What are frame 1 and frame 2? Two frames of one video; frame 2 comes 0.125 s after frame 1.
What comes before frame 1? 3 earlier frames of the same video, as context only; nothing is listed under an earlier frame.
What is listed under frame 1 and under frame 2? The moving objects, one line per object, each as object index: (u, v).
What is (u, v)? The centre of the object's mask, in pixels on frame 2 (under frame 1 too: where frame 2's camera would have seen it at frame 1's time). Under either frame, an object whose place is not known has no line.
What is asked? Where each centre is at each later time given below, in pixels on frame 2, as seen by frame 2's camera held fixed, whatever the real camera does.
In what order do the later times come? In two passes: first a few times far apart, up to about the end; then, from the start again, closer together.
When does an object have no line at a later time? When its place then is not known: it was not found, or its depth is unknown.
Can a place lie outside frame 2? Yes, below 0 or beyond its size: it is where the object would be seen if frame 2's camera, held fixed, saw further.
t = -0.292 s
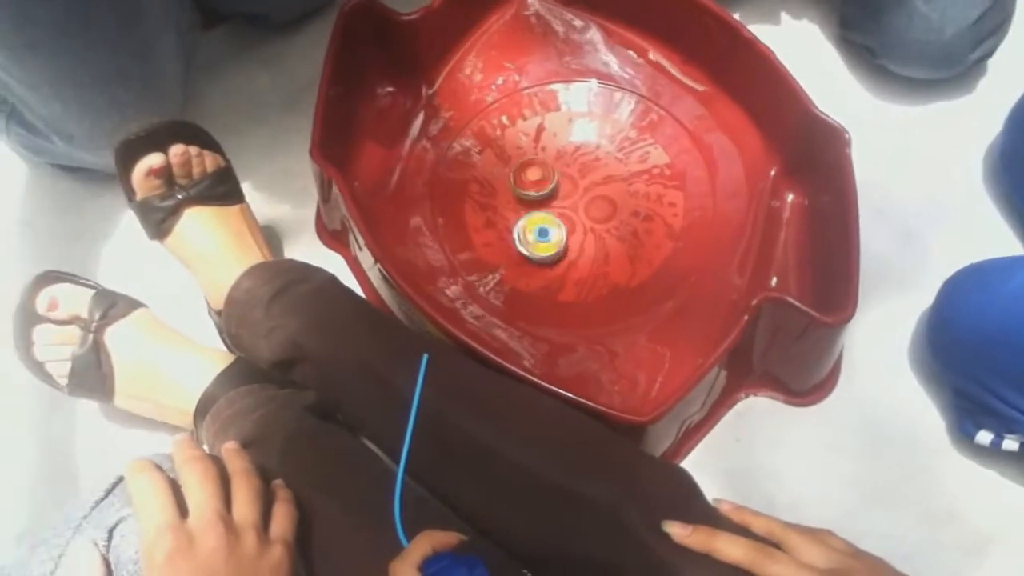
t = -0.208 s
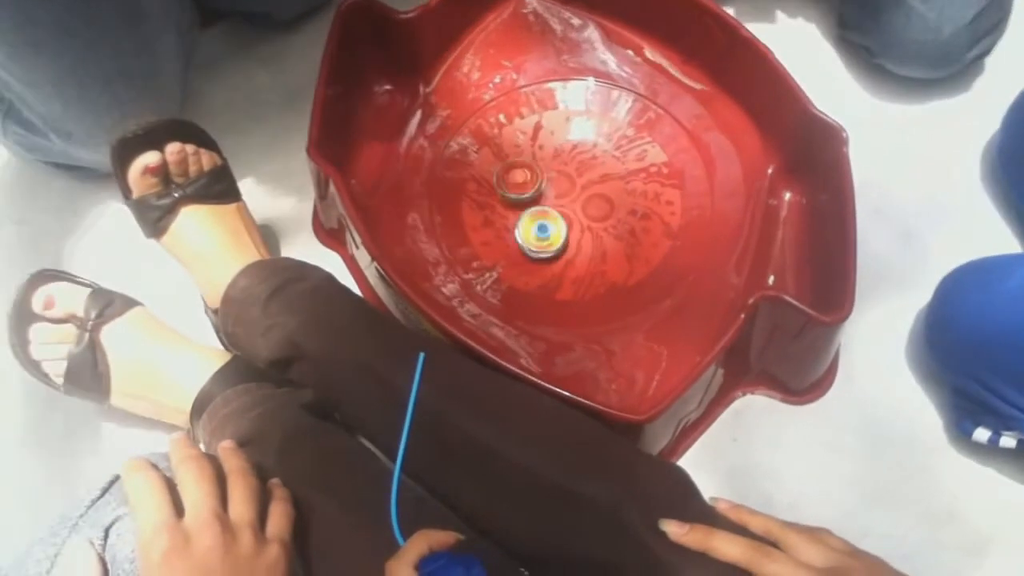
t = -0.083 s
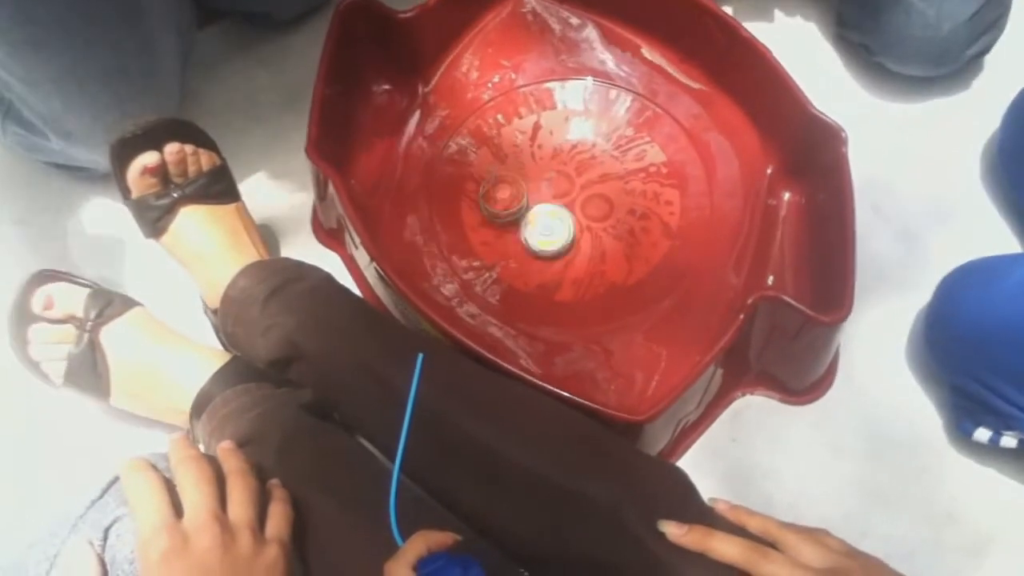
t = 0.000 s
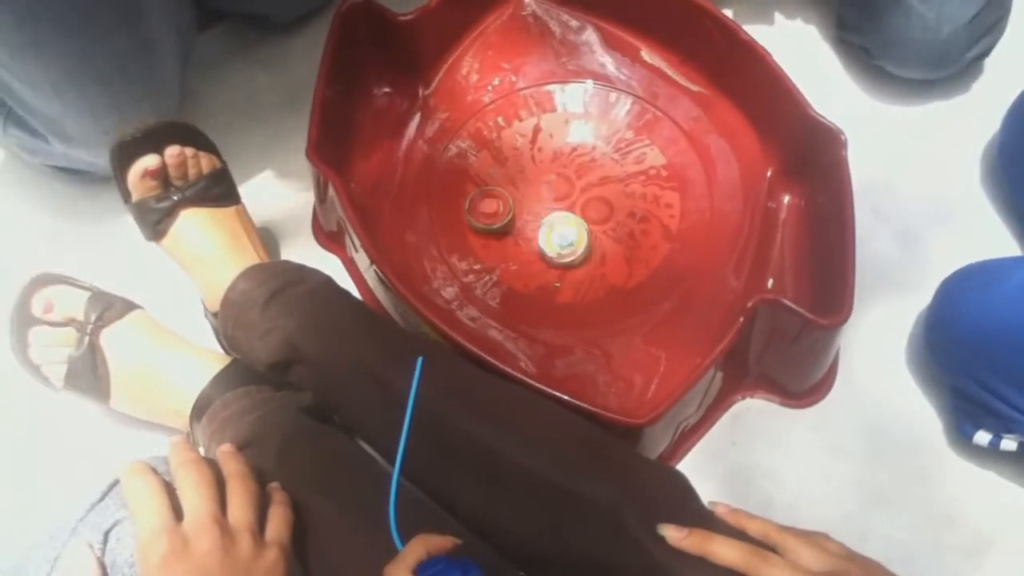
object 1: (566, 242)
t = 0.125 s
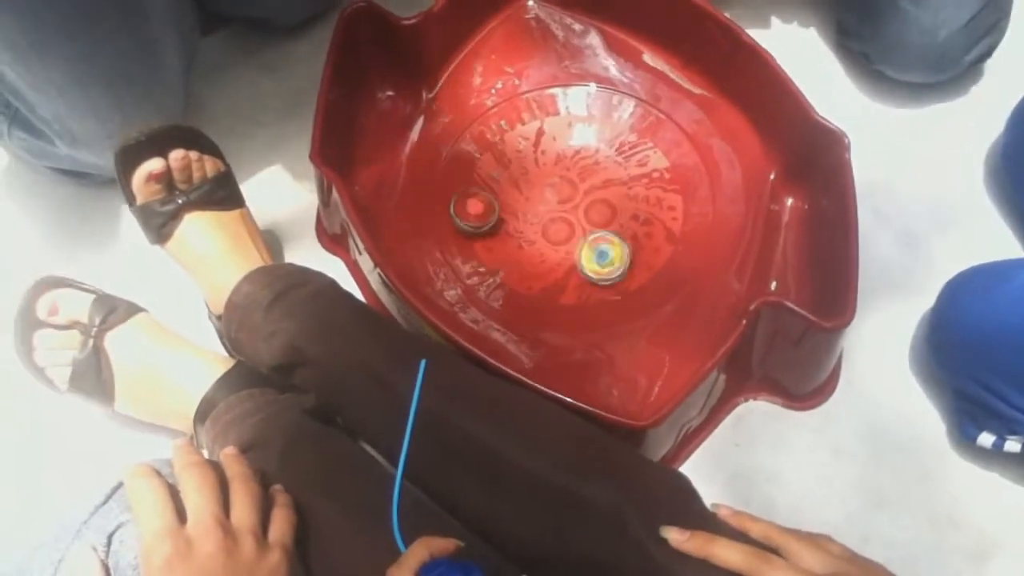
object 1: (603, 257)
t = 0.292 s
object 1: (616, 257)
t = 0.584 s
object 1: (610, 249)
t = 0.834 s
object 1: (593, 245)
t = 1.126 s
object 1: (572, 234)
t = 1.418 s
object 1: (543, 233)
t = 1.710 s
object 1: (484, 279)
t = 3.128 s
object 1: (578, 196)
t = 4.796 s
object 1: (544, 211)
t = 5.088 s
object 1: (537, 217)
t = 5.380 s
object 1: (536, 217)
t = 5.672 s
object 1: (535, 237)
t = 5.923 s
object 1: (535, 240)
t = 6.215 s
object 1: (539, 242)
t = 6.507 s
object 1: (536, 248)
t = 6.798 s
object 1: (543, 247)
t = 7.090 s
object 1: (545, 247)
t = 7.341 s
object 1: (546, 247)
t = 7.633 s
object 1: (552, 249)
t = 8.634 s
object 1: (564, 252)
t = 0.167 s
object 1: (609, 258)
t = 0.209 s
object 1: (613, 258)
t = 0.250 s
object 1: (615, 258)
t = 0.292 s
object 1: (616, 257)
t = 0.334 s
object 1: (616, 255)
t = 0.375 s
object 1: (616, 254)
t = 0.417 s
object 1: (616, 253)
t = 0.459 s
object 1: (615, 253)
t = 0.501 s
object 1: (613, 252)
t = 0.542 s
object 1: (612, 250)
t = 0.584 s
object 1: (610, 249)
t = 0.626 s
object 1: (607, 249)
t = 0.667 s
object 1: (605, 248)
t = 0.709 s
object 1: (602, 247)
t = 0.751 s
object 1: (600, 246)
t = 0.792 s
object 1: (597, 246)
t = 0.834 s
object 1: (593, 245)
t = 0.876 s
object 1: (590, 244)
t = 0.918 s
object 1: (587, 243)
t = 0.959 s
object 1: (583, 242)
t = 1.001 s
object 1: (580, 241)
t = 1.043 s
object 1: (577, 238)
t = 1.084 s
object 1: (575, 236)
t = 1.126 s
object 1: (572, 234)
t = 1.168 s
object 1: (571, 230)
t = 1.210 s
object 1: (569, 228)
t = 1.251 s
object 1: (569, 223)
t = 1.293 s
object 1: (569, 221)
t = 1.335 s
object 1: (569, 217)
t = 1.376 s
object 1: (569, 214)
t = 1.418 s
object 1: (543, 233)
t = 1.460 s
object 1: (520, 250)
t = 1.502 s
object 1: (492, 267)
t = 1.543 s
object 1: (476, 279)
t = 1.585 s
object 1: (470, 282)
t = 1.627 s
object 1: (471, 283)
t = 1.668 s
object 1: (477, 282)
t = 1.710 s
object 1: (484, 279)
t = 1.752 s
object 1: (492, 276)
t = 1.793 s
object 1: (500, 274)
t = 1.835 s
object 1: (509, 269)
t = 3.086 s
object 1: (577, 204)
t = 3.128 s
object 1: (578, 196)
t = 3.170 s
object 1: (578, 192)
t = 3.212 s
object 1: (579, 190)
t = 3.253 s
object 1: (579, 189)
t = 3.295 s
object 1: (579, 189)
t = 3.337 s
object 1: (579, 188)
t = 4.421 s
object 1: (556, 202)
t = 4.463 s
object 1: (550, 207)
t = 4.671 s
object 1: (544, 211)
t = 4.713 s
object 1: (544, 211)
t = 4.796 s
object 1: (544, 211)
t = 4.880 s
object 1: (543, 211)
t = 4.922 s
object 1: (541, 213)
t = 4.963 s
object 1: (537, 216)
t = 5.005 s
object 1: (536, 216)
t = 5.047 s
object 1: (536, 216)
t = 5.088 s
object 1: (537, 217)
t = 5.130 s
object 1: (536, 217)
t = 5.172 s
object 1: (536, 216)
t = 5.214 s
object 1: (536, 217)
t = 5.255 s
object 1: (536, 217)
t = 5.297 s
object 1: (536, 217)
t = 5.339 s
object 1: (536, 217)
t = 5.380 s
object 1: (536, 217)
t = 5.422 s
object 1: (535, 218)
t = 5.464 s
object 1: (535, 217)
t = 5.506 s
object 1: (536, 218)
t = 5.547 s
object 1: (535, 218)
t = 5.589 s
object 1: (535, 219)
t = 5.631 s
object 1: (535, 230)
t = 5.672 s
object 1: (535, 237)
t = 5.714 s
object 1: (534, 238)
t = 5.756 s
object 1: (534, 238)
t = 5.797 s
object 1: (534, 238)
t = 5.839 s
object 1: (534, 238)
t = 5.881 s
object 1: (535, 239)
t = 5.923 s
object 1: (535, 240)
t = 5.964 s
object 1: (536, 239)
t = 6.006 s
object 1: (537, 240)
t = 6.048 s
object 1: (538, 240)
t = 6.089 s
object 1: (539, 241)
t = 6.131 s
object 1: (539, 241)
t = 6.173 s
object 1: (539, 241)
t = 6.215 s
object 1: (539, 242)
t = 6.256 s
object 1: (538, 246)
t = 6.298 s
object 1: (537, 247)
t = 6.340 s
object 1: (537, 246)
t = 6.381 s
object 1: (538, 246)
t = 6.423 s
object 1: (538, 247)
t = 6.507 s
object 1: (536, 248)
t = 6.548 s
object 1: (534, 250)
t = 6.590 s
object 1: (534, 249)
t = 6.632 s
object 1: (536, 247)
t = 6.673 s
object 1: (538, 246)
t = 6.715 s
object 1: (541, 246)
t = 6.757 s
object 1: (542, 246)
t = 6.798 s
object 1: (543, 247)
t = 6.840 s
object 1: (544, 247)
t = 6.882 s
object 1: (544, 248)
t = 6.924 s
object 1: (544, 248)
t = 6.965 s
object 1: (545, 249)
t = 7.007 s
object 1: (544, 248)
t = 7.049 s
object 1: (545, 248)
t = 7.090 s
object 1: (545, 247)
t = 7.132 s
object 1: (545, 247)
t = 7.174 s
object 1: (545, 247)
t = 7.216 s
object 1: (545, 248)
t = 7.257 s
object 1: (545, 247)
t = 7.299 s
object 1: (545, 247)
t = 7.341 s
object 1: (546, 247)
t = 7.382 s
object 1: (546, 247)
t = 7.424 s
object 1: (547, 248)
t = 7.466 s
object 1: (546, 248)
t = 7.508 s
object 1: (548, 248)
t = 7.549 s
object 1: (550, 248)
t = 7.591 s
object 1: (552, 248)
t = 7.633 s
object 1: (552, 249)
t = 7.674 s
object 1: (553, 249)
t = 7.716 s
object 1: (553, 249)
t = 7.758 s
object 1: (552, 249)
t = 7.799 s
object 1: (553, 250)
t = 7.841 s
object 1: (552, 250)
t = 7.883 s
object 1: (553, 250)
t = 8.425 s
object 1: (559, 249)
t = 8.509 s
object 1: (559, 253)
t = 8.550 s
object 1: (561, 253)
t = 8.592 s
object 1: (562, 253)
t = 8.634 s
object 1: (564, 252)
